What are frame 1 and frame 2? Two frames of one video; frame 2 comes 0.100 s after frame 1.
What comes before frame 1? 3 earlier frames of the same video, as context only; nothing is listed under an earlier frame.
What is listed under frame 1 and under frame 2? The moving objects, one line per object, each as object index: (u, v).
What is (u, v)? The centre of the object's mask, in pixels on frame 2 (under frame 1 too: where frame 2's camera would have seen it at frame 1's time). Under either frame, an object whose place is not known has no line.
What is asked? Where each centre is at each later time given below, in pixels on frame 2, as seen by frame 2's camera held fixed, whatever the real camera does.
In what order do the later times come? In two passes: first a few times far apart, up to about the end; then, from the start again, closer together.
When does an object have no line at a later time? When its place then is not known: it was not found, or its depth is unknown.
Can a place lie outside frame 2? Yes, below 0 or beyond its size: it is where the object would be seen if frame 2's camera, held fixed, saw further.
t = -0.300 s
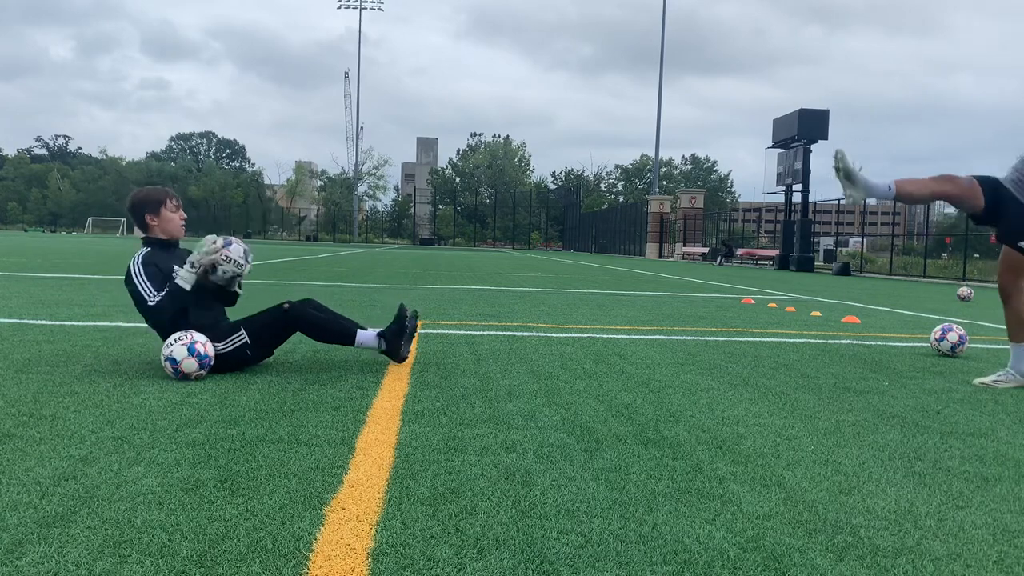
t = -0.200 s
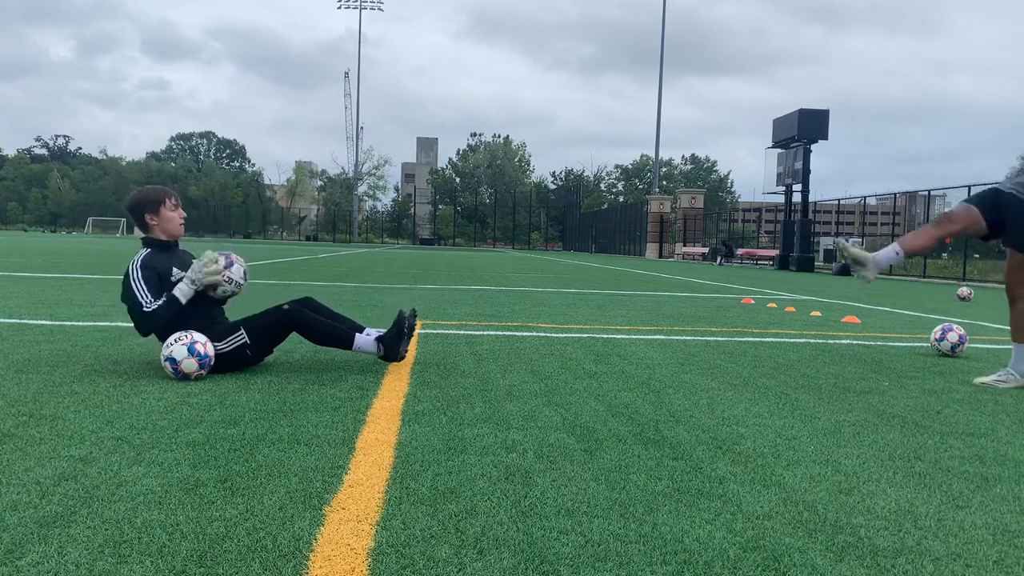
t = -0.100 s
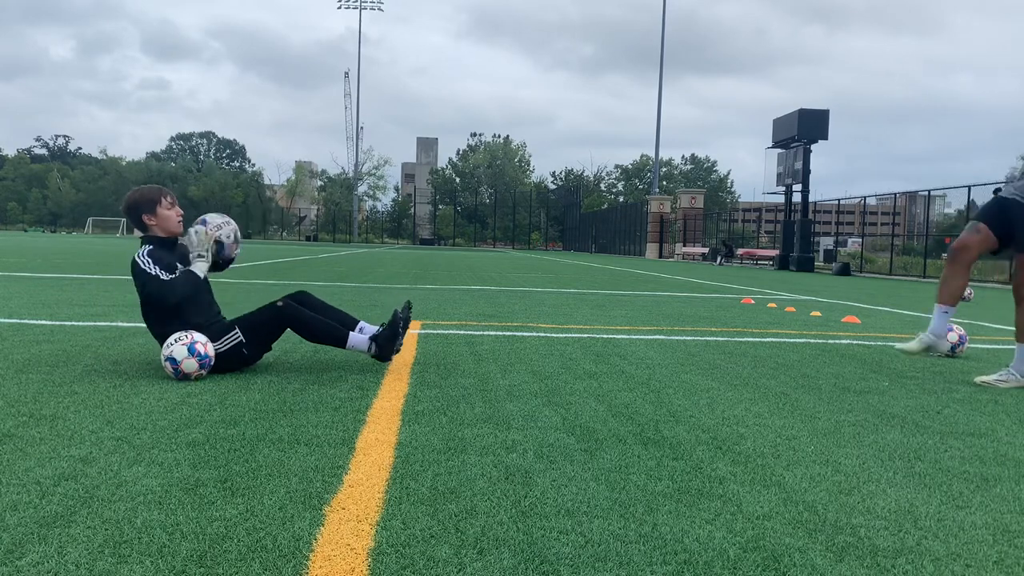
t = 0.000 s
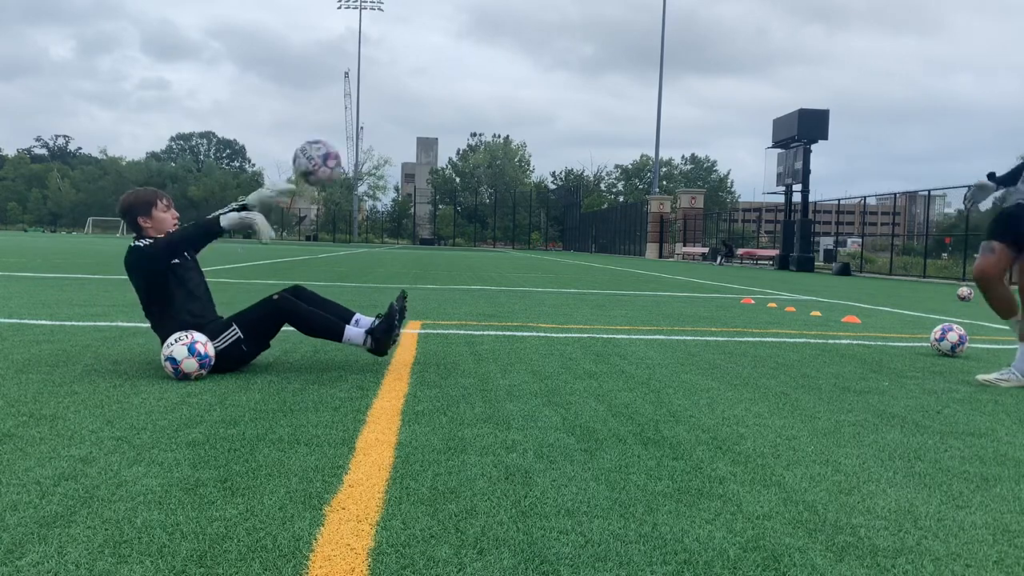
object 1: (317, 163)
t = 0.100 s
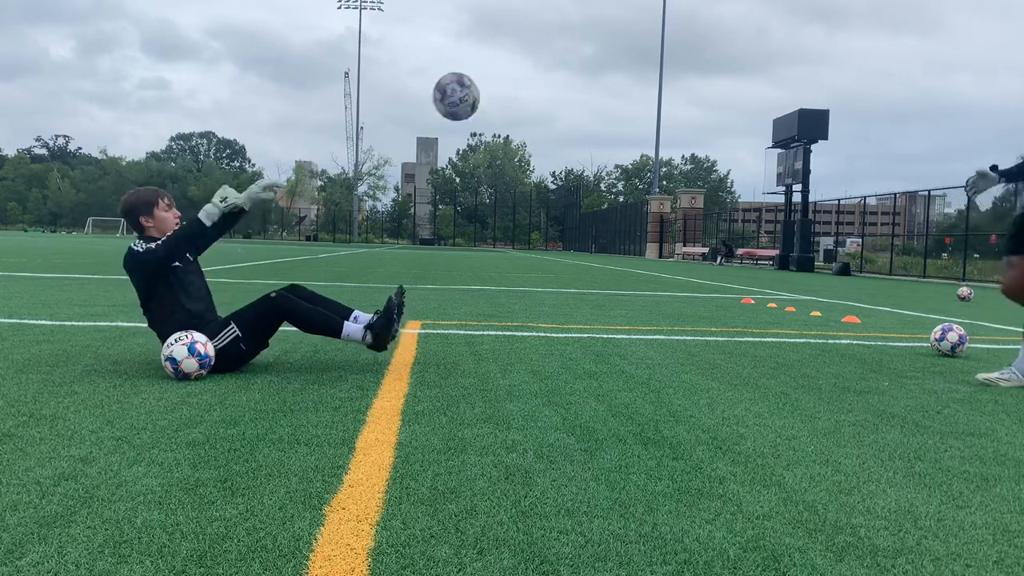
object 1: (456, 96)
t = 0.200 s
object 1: (594, 49)
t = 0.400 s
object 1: (864, 20)
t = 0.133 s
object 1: (502, 79)
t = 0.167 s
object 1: (548, 63)
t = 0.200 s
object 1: (594, 49)
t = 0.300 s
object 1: (730, 23)
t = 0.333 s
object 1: (775, 20)
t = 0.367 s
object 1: (820, 19)
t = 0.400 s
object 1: (864, 20)
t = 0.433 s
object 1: (909, 22)
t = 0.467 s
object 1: (953, 26)
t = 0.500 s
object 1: (997, 34)
